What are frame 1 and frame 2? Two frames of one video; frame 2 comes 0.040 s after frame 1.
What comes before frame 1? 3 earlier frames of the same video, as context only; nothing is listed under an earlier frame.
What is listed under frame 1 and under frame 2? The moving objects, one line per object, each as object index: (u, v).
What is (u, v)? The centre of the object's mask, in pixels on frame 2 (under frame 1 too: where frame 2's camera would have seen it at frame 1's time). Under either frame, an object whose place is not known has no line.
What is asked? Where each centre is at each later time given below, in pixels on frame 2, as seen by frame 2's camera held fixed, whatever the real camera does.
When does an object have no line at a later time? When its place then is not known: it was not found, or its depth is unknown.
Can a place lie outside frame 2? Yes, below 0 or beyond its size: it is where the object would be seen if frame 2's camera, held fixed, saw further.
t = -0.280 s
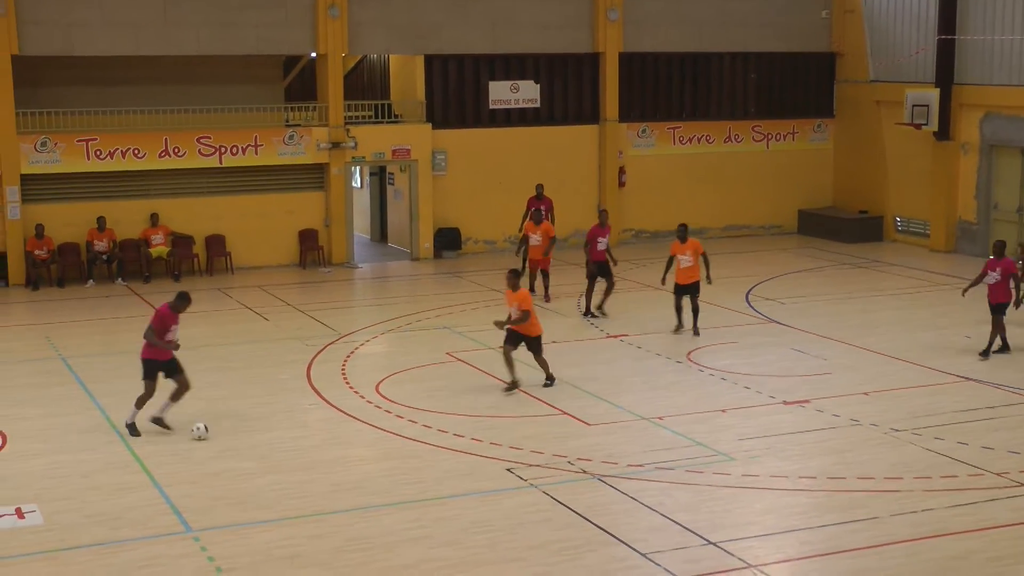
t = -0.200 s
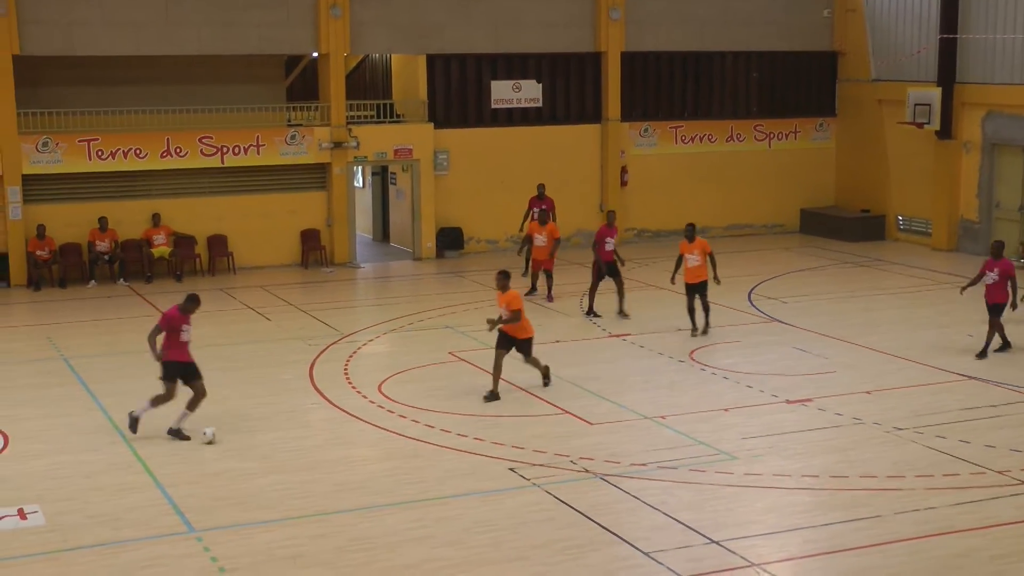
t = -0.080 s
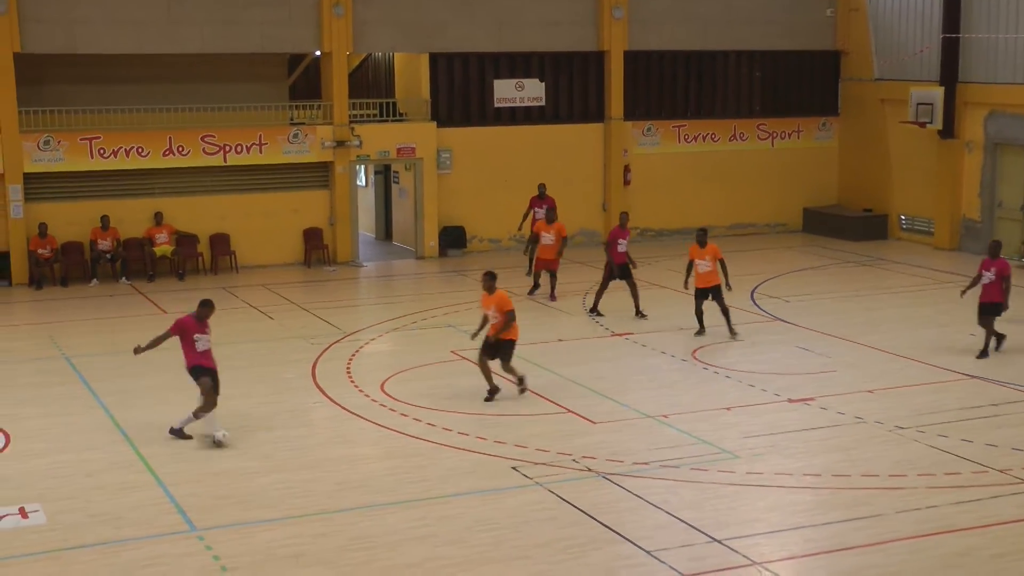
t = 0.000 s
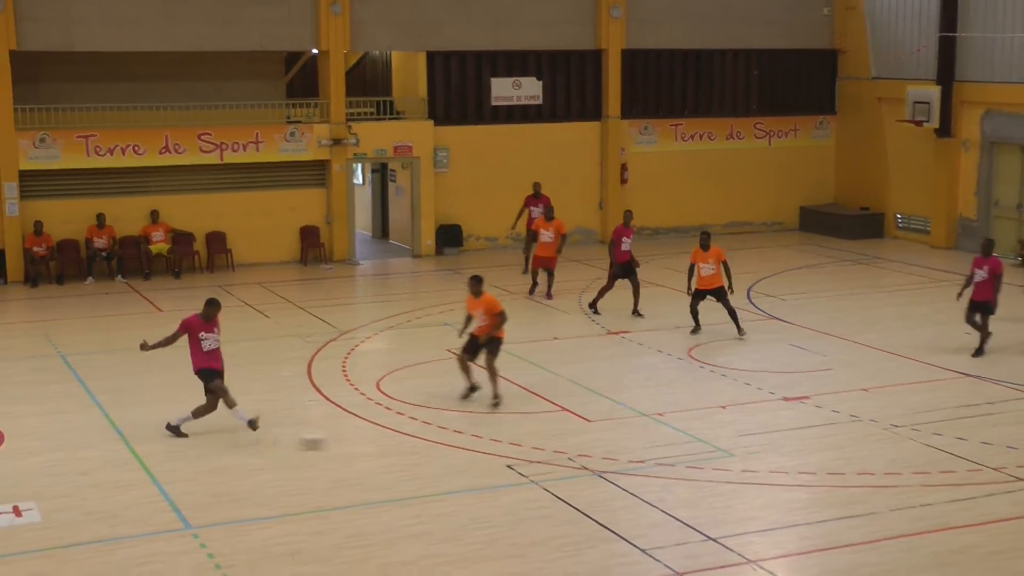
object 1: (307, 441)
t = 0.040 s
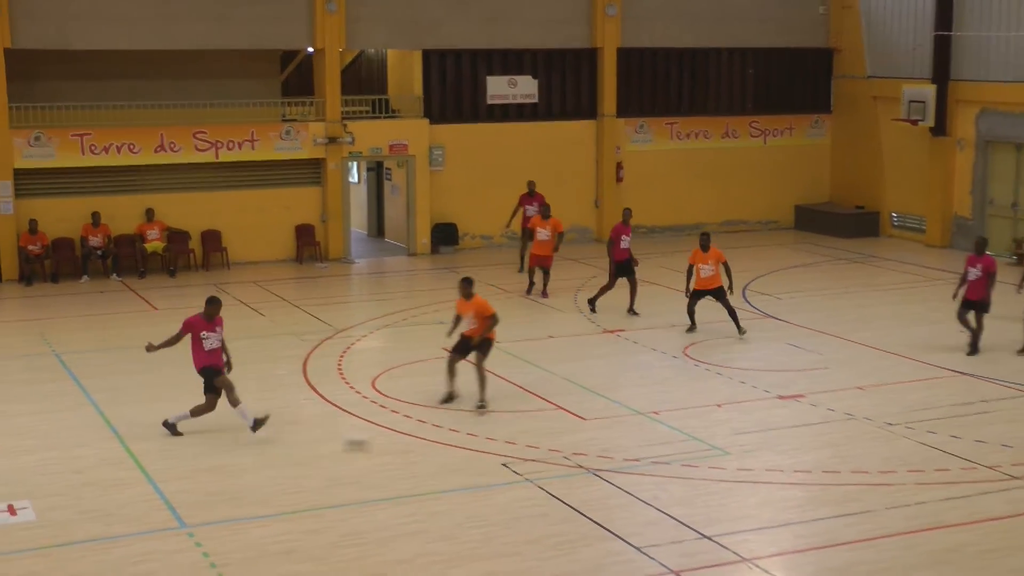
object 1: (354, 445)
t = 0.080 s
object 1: (404, 449)
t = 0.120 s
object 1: (451, 449)
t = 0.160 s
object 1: (498, 451)
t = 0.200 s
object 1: (544, 453)
